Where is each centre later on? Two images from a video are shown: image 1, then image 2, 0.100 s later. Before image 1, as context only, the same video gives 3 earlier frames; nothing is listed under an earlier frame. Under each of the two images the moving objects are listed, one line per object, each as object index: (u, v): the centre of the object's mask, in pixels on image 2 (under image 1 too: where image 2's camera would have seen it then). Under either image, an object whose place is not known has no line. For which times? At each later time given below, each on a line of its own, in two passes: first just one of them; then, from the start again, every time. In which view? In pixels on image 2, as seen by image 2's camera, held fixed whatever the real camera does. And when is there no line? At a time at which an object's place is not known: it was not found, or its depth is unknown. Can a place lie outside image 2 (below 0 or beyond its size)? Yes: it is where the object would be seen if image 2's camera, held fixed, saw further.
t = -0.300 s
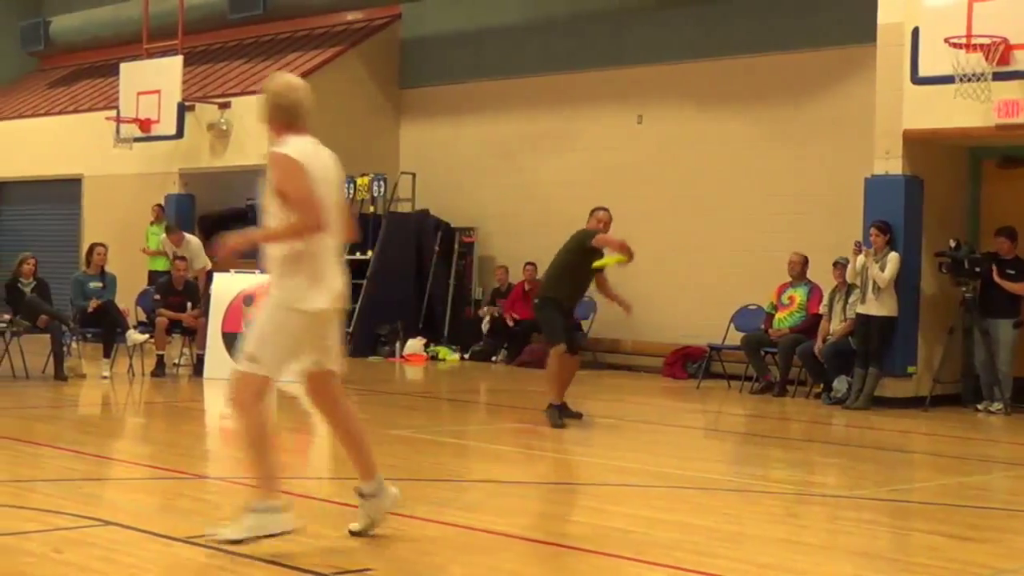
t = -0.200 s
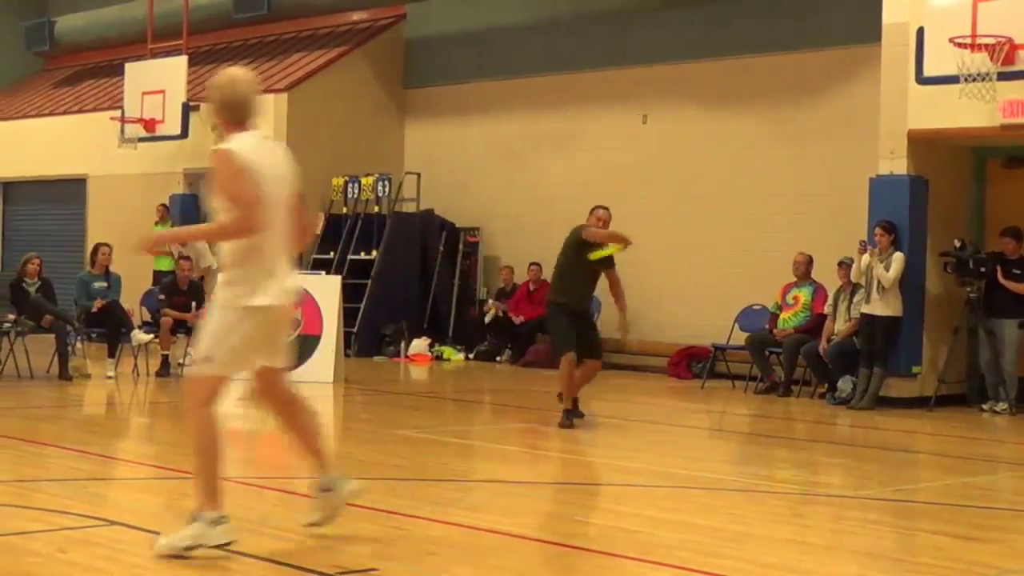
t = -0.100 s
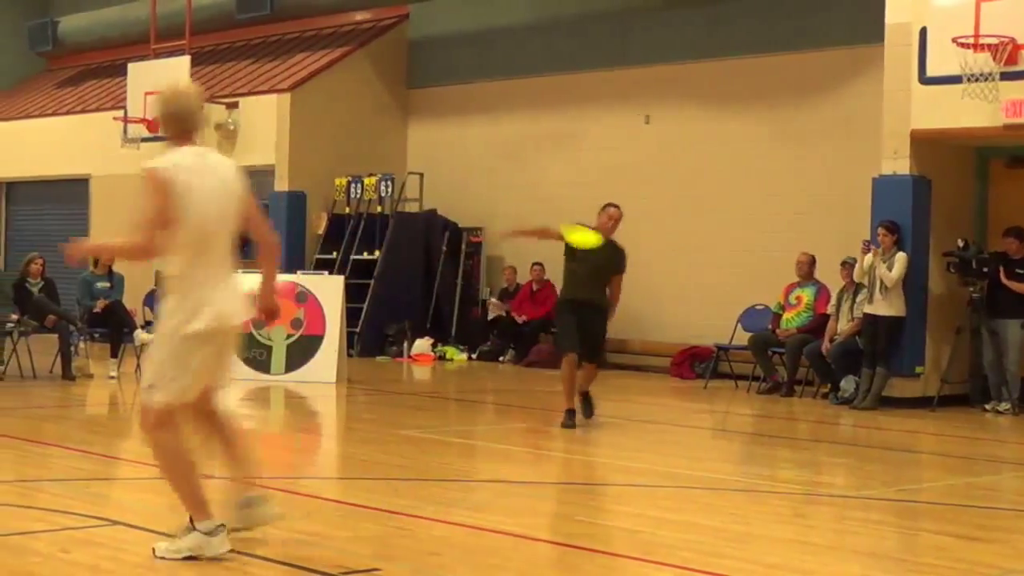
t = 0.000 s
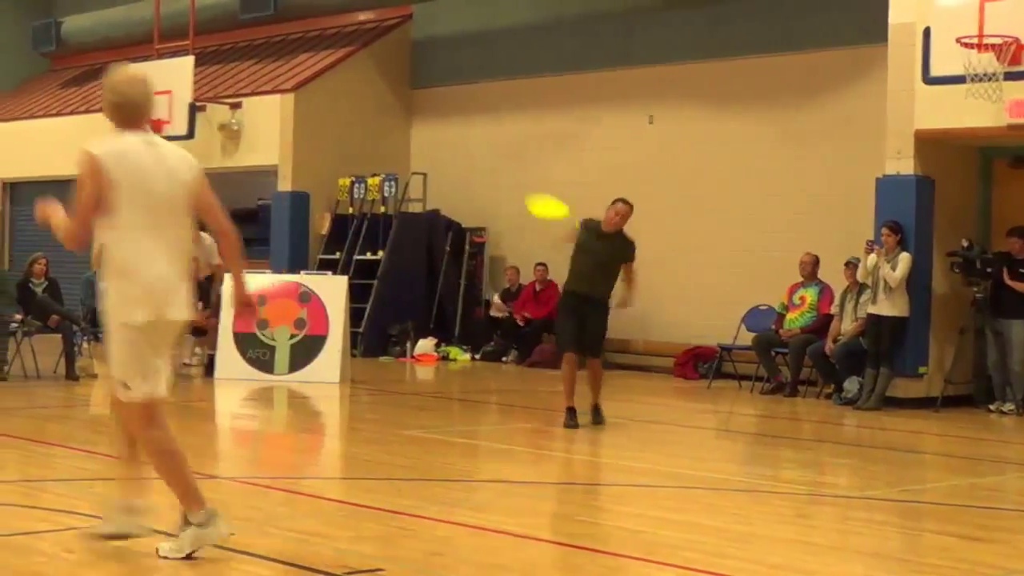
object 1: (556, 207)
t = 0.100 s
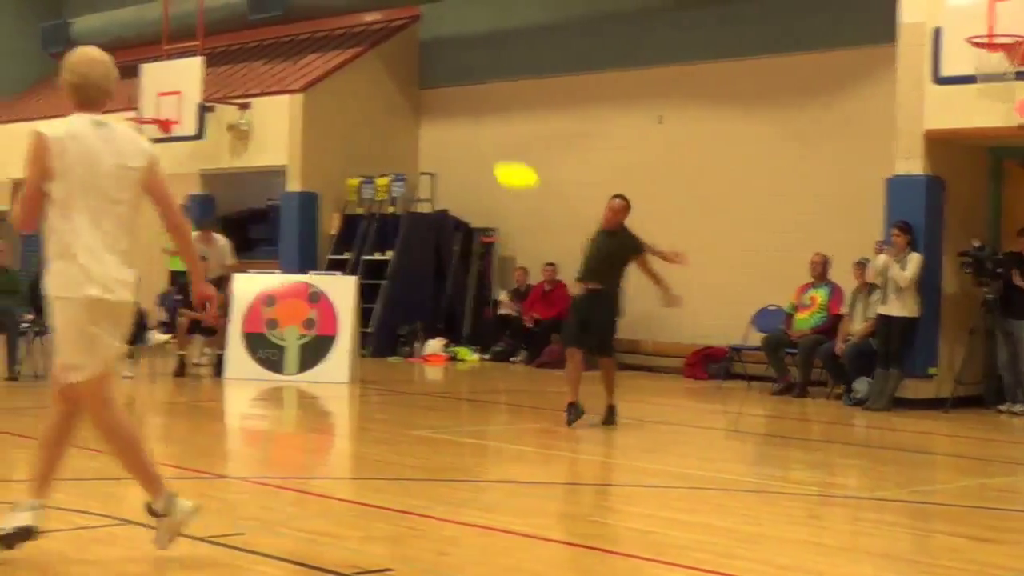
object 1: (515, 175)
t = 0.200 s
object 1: (473, 142)
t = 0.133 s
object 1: (502, 165)
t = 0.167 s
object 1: (488, 155)
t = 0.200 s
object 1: (473, 142)
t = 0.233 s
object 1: (459, 132)
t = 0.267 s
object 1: (443, 122)
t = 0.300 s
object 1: (428, 109)
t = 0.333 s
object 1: (412, 101)
